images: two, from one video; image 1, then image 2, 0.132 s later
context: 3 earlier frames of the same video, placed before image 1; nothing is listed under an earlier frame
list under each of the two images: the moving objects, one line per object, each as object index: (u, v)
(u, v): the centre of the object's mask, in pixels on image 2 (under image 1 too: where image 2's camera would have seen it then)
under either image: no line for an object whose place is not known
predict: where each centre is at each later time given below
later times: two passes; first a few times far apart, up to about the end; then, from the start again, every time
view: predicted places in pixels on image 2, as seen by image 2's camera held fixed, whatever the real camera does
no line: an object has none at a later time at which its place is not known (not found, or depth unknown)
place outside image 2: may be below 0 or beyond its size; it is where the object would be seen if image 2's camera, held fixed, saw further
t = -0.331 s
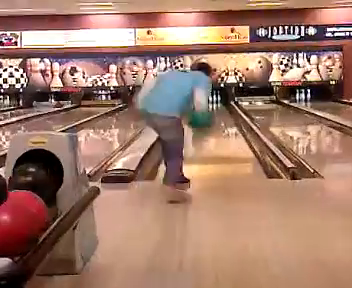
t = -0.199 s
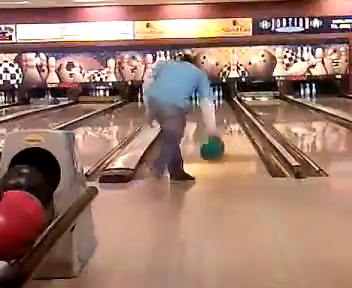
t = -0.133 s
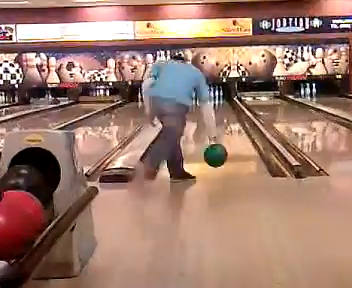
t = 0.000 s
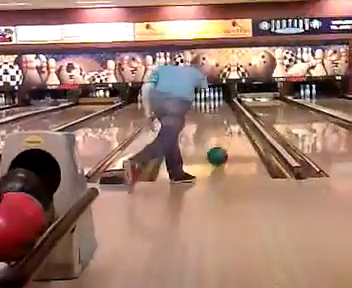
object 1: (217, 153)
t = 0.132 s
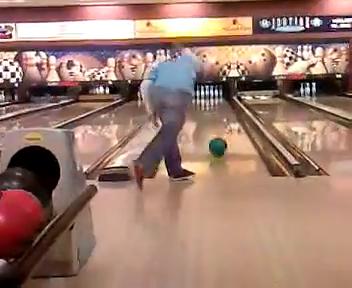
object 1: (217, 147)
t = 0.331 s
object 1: (217, 137)
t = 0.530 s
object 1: (220, 128)
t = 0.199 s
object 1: (218, 142)
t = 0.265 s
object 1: (218, 139)
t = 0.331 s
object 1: (217, 137)
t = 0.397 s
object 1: (220, 132)
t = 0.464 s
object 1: (220, 129)
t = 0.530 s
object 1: (220, 128)
